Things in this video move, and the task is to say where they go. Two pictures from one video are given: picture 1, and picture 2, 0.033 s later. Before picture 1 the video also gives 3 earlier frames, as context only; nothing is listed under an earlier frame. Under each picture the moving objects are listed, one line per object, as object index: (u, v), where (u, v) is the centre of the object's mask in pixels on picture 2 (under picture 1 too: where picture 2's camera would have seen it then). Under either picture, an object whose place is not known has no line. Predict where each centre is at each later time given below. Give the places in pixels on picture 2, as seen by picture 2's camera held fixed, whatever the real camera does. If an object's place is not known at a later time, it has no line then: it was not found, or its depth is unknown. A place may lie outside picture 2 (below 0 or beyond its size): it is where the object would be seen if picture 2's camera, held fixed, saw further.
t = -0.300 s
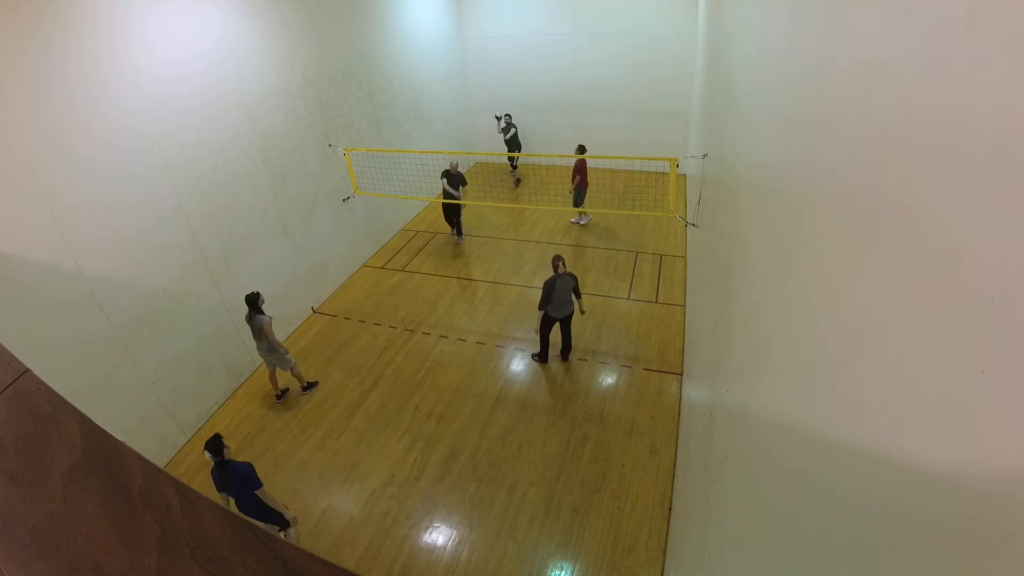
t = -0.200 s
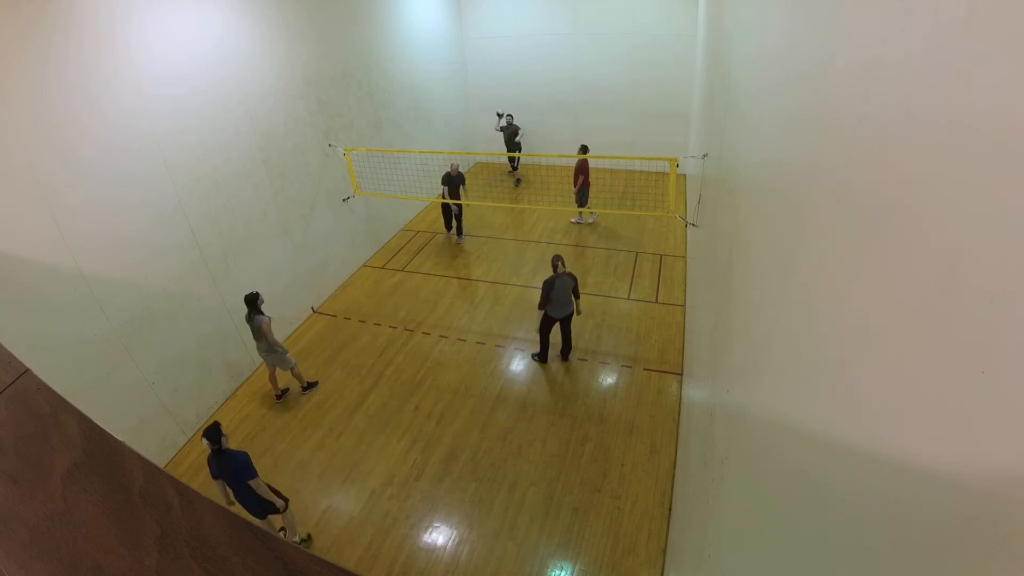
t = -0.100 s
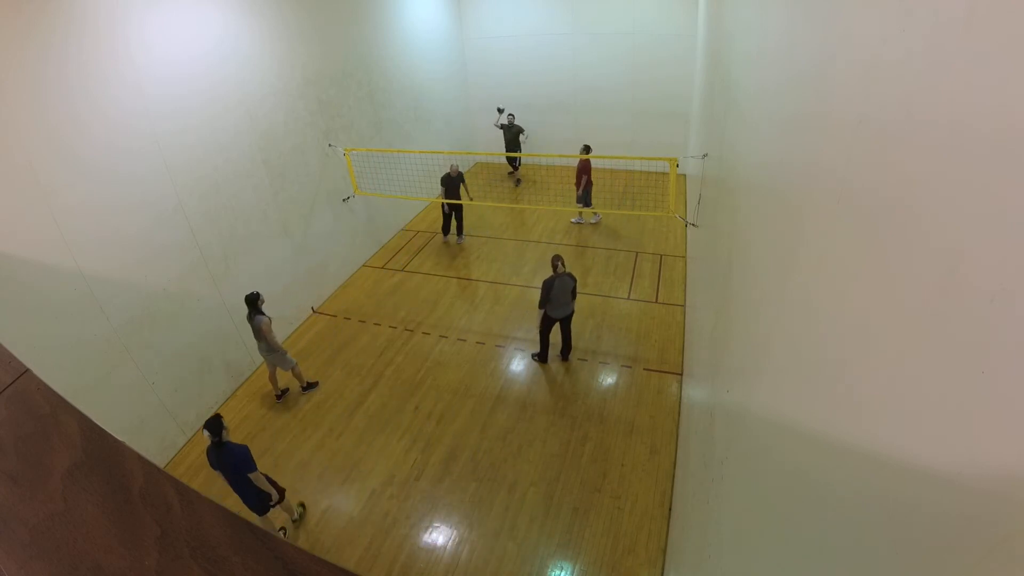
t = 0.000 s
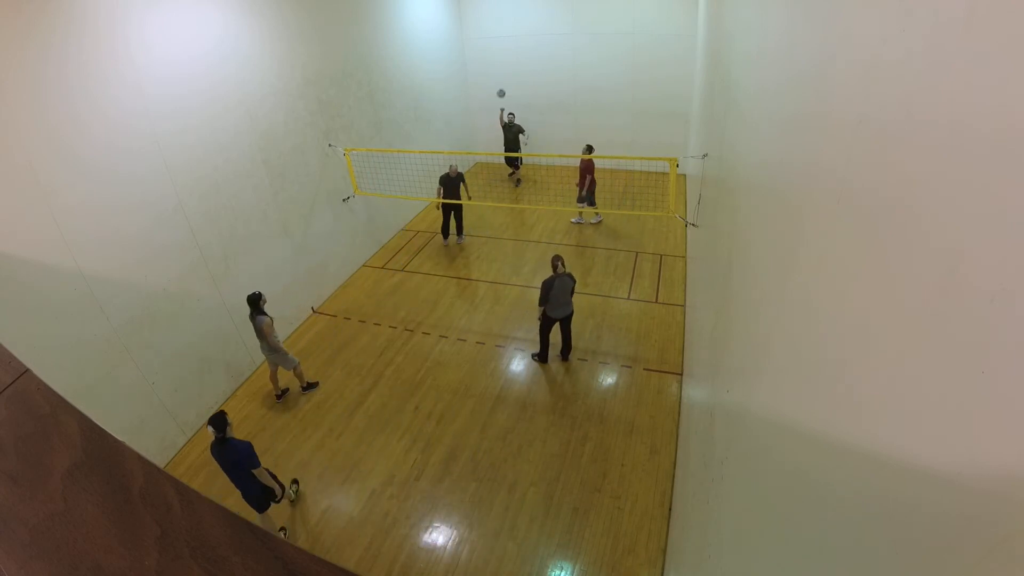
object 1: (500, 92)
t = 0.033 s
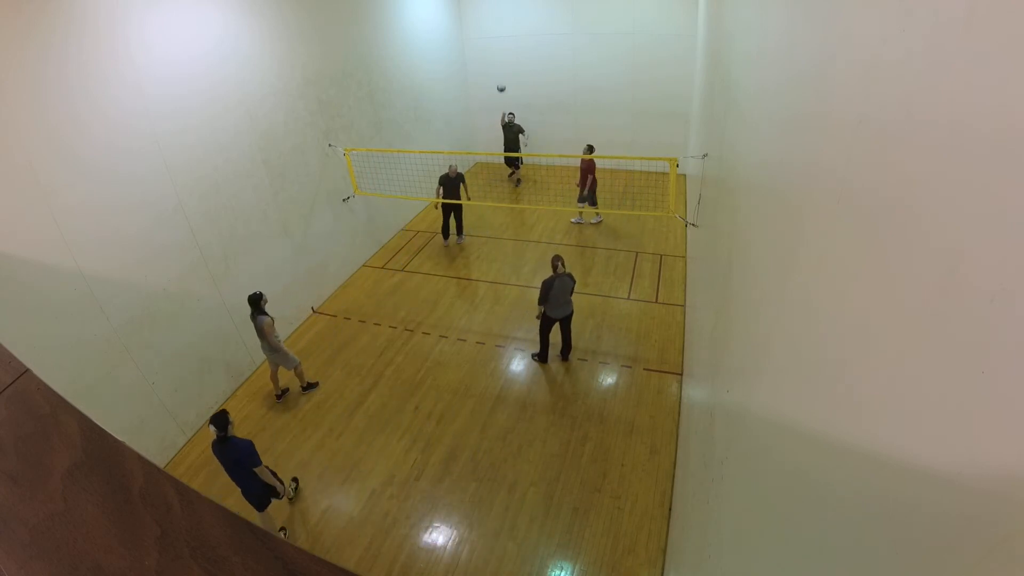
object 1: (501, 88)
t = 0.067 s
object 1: (500, 83)
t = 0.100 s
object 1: (498, 75)
